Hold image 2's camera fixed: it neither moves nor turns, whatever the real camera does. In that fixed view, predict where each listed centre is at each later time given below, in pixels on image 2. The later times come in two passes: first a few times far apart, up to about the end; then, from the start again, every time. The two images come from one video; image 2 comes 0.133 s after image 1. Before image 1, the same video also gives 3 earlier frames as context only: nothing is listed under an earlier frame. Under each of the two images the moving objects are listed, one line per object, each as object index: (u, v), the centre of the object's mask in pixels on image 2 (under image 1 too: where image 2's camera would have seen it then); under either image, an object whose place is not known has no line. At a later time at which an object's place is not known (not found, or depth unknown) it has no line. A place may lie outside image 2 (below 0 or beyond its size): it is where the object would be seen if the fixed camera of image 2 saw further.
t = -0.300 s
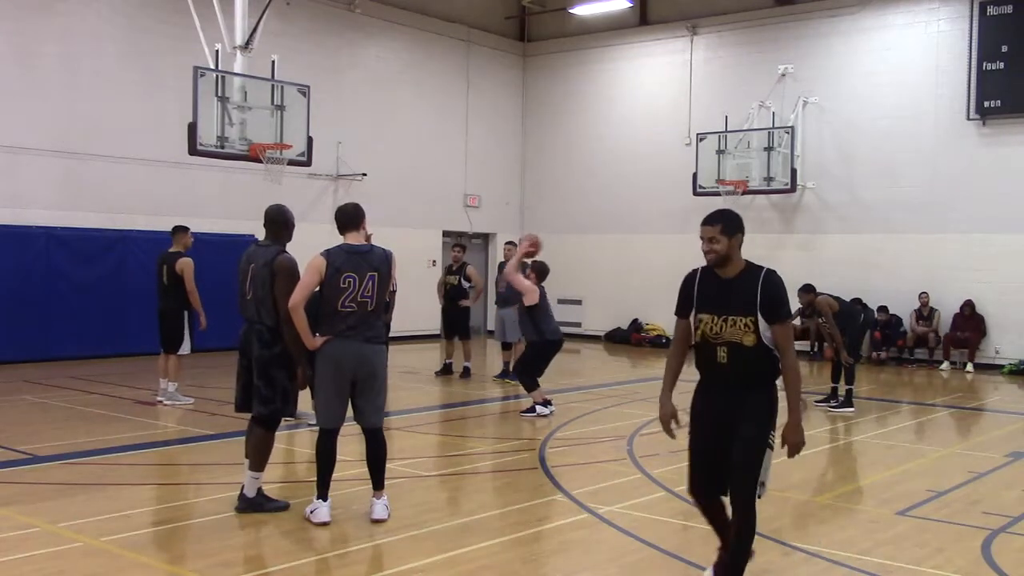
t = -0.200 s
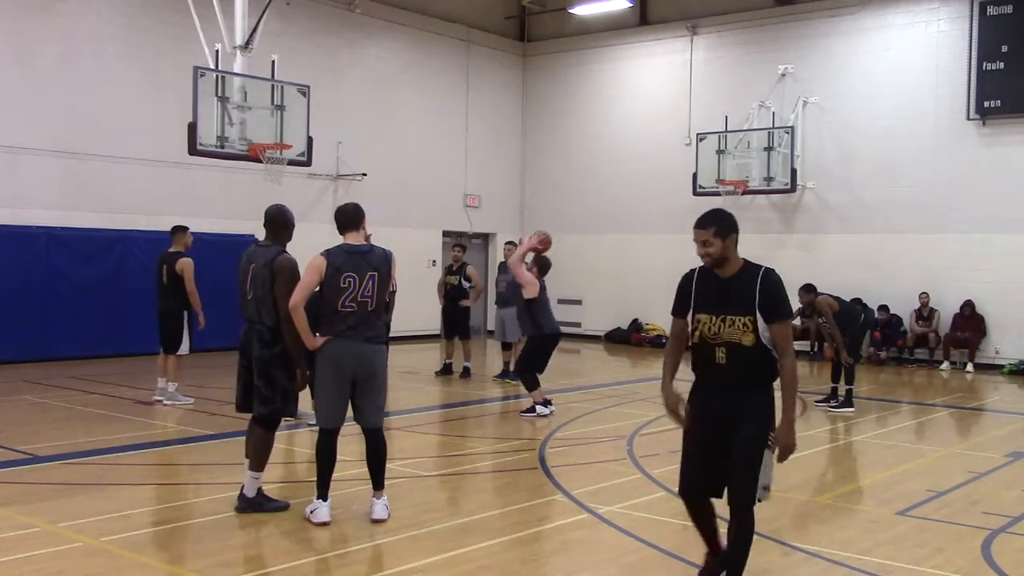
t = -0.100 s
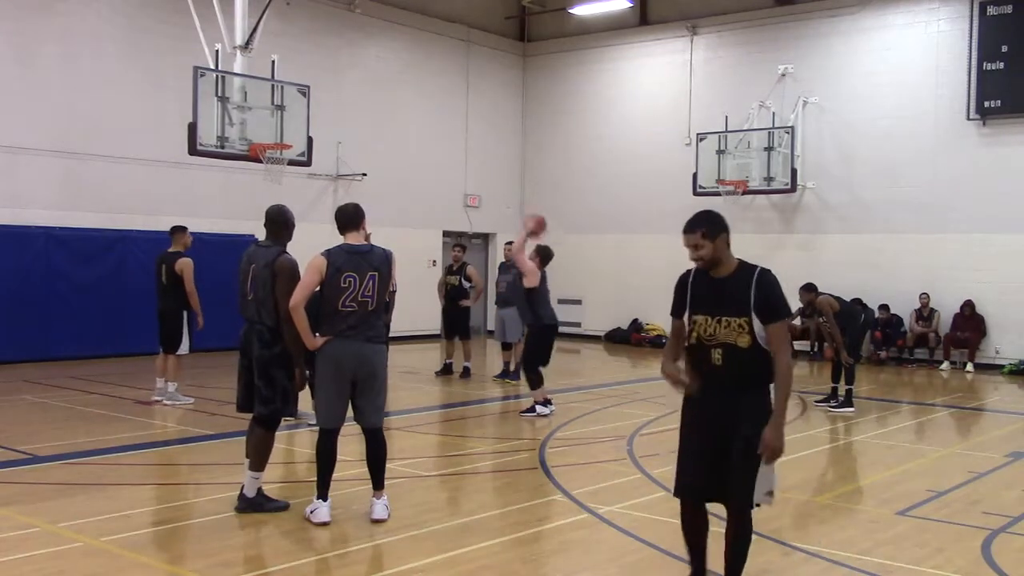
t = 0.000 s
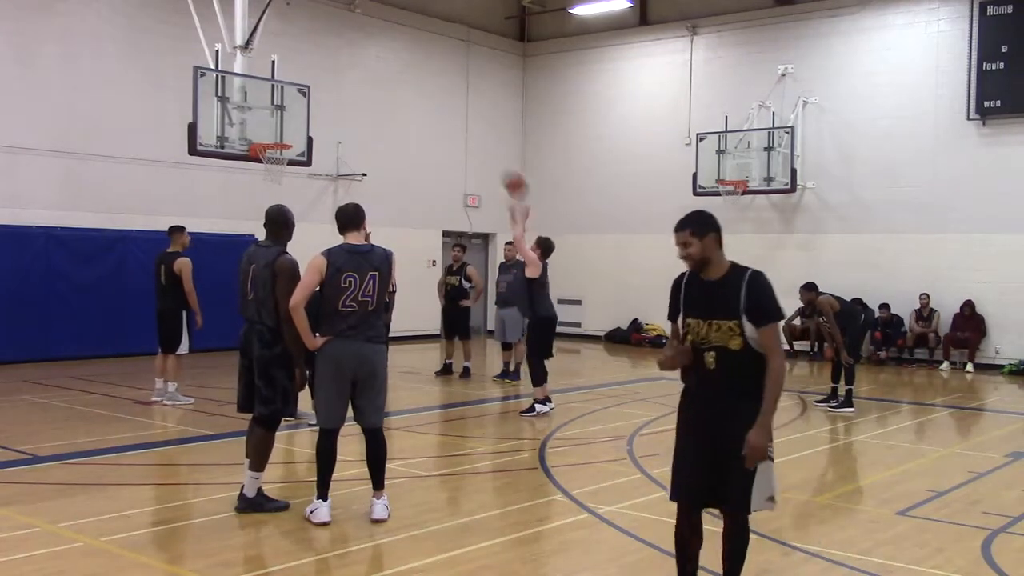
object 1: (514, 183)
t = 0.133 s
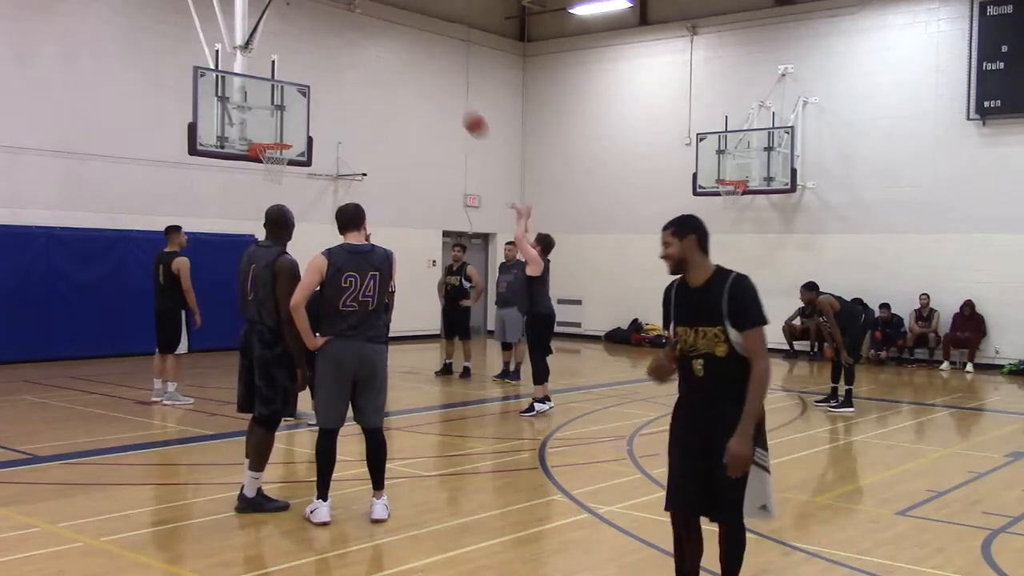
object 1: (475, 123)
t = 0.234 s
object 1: (446, 91)
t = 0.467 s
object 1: (385, 52)
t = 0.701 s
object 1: (329, 61)
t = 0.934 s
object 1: (278, 110)
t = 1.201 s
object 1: (262, 98)
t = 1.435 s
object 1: (268, 86)
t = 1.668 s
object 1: (274, 114)
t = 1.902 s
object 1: (268, 172)
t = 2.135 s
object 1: (253, 244)
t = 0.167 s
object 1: (465, 111)
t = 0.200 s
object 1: (455, 100)
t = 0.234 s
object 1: (446, 91)
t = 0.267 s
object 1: (437, 82)
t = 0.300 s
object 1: (428, 74)
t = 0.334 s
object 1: (419, 68)
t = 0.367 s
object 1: (410, 63)
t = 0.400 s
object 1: (402, 59)
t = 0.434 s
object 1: (393, 55)
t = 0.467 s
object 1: (385, 52)
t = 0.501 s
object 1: (377, 51)
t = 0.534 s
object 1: (368, 51)
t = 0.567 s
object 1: (360, 51)
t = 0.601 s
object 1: (352, 52)
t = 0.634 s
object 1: (344, 54)
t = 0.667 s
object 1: (336, 57)
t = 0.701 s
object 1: (329, 61)
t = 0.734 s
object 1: (321, 66)
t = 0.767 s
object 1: (314, 71)
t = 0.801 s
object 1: (306, 77)
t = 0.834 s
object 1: (300, 83)
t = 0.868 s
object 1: (292, 92)
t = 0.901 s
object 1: (285, 100)
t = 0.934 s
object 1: (278, 110)
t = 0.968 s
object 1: (271, 119)
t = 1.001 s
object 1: (264, 130)
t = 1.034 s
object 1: (259, 134)
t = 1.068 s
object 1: (258, 125)
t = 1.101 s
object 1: (258, 116)
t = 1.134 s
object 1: (259, 110)
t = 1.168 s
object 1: (260, 103)
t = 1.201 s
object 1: (262, 98)
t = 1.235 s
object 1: (262, 94)
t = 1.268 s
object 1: (263, 91)
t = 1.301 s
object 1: (265, 87)
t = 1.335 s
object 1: (265, 86)
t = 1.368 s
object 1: (267, 86)
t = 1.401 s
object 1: (268, 85)
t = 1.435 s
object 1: (268, 86)
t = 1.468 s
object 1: (269, 87)
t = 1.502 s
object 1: (270, 89)
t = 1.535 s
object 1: (271, 92)
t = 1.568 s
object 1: (272, 98)
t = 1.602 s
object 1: (273, 102)
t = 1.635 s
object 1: (273, 107)
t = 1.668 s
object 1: (274, 114)
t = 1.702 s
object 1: (276, 122)
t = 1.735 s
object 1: (276, 130)
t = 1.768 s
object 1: (277, 139)
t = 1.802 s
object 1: (275, 146)
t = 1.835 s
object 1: (273, 154)
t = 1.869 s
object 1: (270, 161)
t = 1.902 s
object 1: (268, 172)
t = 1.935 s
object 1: (265, 179)
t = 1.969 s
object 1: (263, 188)
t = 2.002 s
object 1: (261, 198)
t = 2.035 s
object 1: (259, 207)
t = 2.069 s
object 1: (257, 218)
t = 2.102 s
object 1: (255, 229)
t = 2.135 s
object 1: (253, 244)
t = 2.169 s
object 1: (251, 255)
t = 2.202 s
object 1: (249, 269)
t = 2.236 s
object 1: (248, 284)
